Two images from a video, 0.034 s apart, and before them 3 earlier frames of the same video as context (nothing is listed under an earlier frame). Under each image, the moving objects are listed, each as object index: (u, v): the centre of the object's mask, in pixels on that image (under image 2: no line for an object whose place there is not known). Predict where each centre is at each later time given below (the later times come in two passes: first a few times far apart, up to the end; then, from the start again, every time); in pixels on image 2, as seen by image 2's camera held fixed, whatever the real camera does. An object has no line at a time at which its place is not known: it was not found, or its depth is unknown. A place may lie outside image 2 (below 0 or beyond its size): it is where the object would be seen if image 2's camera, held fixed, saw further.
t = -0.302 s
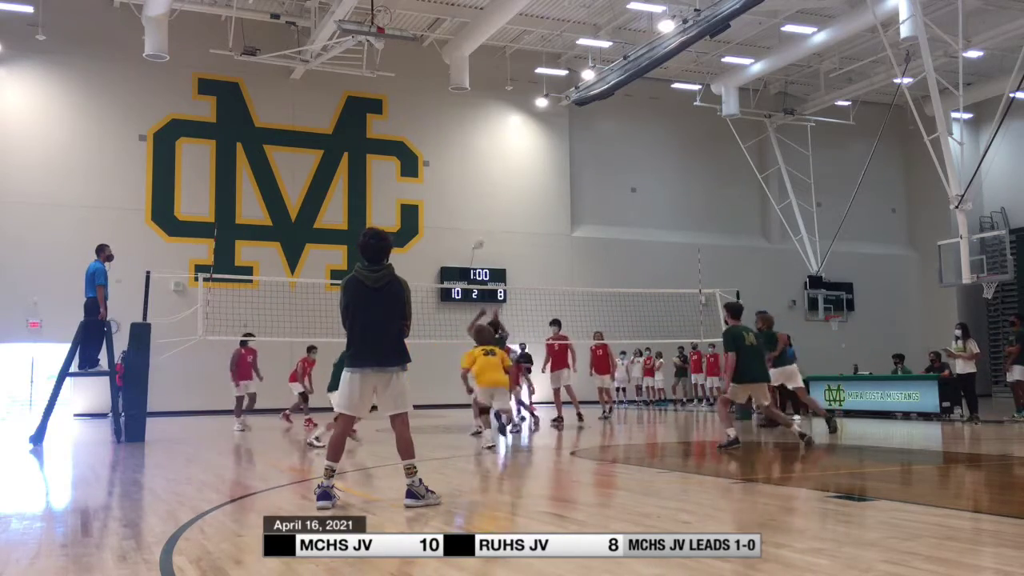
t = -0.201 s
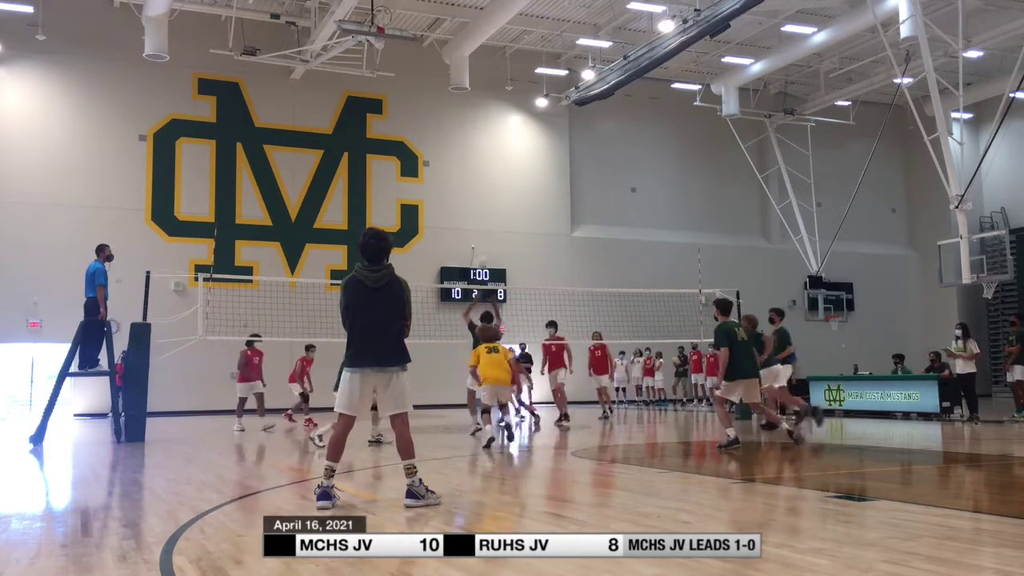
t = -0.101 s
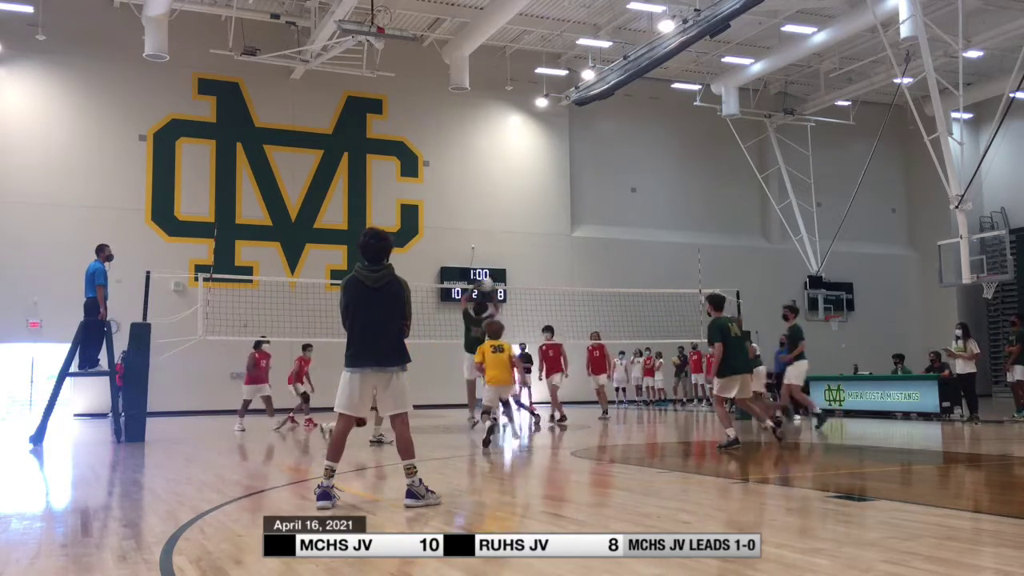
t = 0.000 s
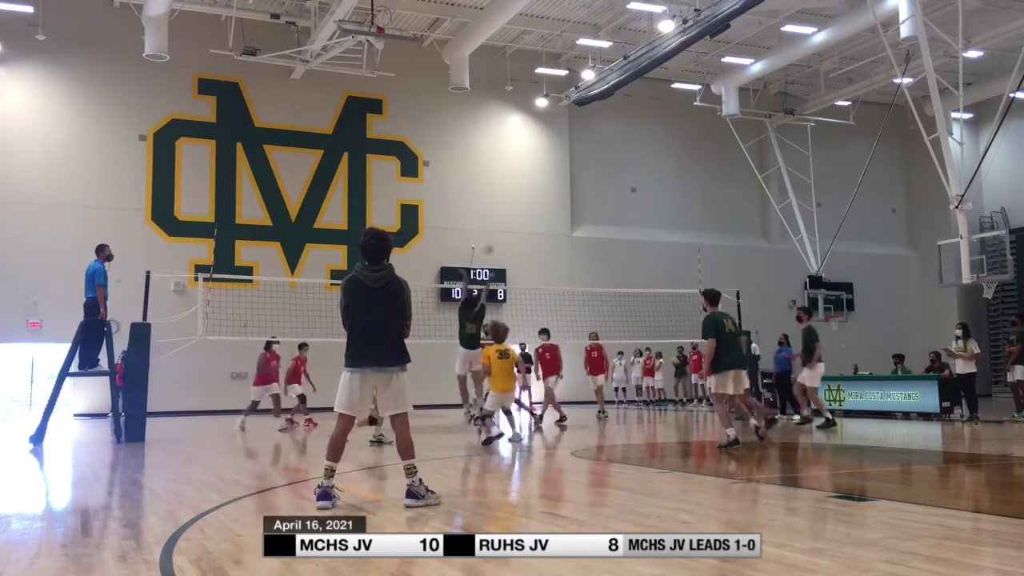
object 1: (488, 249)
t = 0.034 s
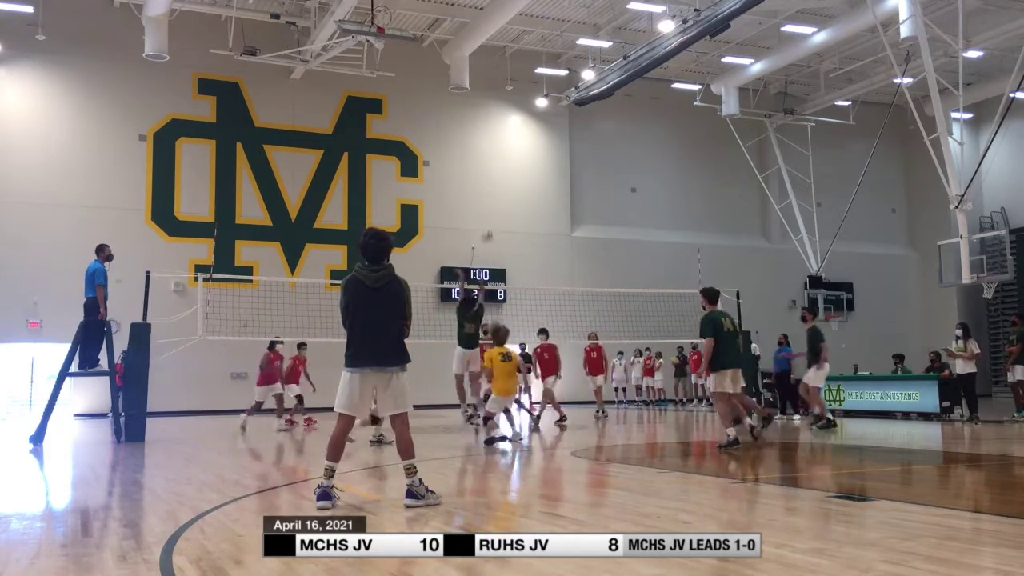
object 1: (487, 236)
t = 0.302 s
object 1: (484, 163)
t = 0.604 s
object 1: (483, 139)
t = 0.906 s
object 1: (483, 175)
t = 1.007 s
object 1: (483, 199)
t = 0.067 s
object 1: (486, 224)
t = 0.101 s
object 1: (486, 214)
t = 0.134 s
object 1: (486, 204)
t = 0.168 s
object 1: (486, 193)
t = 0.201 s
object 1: (485, 185)
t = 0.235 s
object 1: (485, 177)
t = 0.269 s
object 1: (485, 169)
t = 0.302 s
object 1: (484, 163)
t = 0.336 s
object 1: (484, 157)
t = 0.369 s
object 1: (484, 152)
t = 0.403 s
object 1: (483, 148)
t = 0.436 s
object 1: (483, 145)
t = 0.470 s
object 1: (484, 142)
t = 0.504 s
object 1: (484, 140)
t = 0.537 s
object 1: (484, 139)
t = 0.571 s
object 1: (484, 139)
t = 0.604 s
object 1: (483, 139)
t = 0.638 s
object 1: (483, 139)
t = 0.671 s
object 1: (483, 140)
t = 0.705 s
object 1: (483, 145)
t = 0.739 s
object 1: (483, 148)
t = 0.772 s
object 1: (483, 152)
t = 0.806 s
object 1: (483, 157)
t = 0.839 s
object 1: (483, 162)
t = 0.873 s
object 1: (483, 168)
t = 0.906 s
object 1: (483, 175)
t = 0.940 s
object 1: (483, 182)
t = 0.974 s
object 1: (483, 190)
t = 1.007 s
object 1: (483, 199)
